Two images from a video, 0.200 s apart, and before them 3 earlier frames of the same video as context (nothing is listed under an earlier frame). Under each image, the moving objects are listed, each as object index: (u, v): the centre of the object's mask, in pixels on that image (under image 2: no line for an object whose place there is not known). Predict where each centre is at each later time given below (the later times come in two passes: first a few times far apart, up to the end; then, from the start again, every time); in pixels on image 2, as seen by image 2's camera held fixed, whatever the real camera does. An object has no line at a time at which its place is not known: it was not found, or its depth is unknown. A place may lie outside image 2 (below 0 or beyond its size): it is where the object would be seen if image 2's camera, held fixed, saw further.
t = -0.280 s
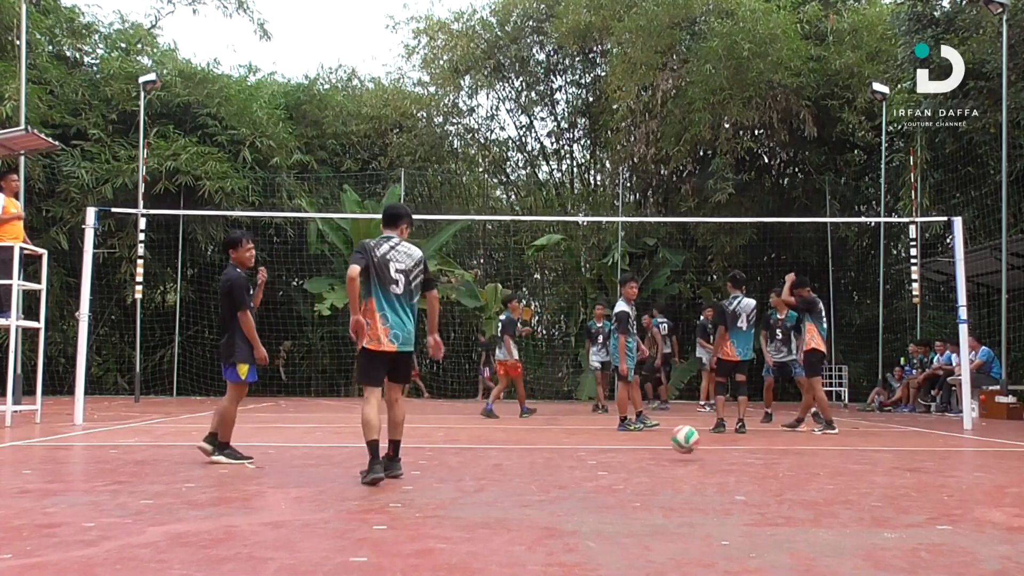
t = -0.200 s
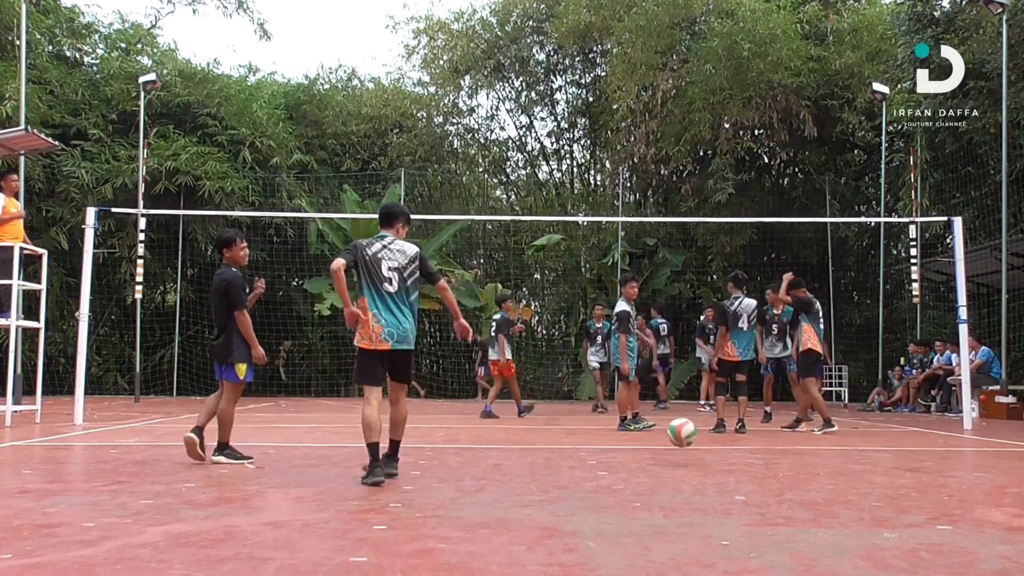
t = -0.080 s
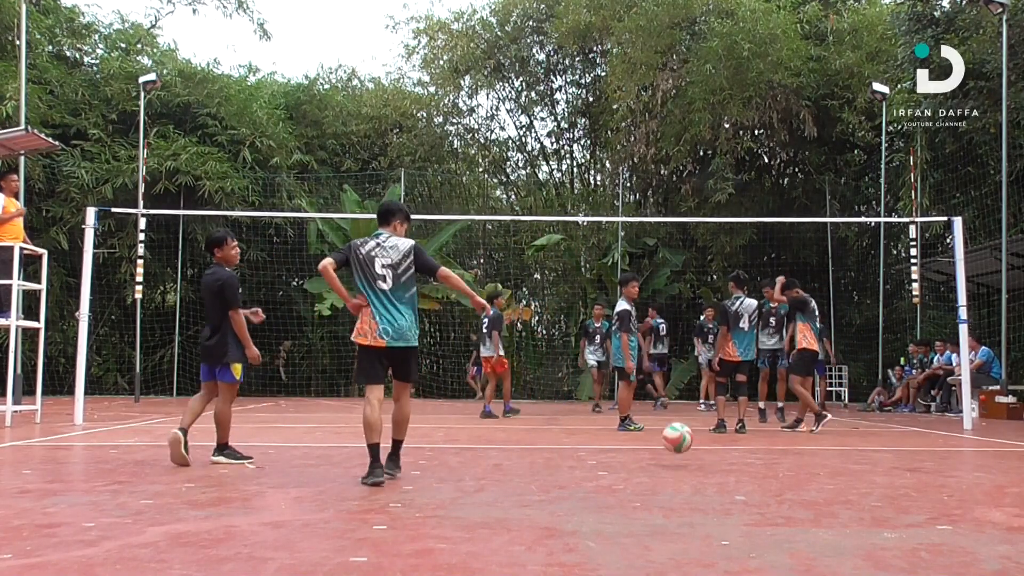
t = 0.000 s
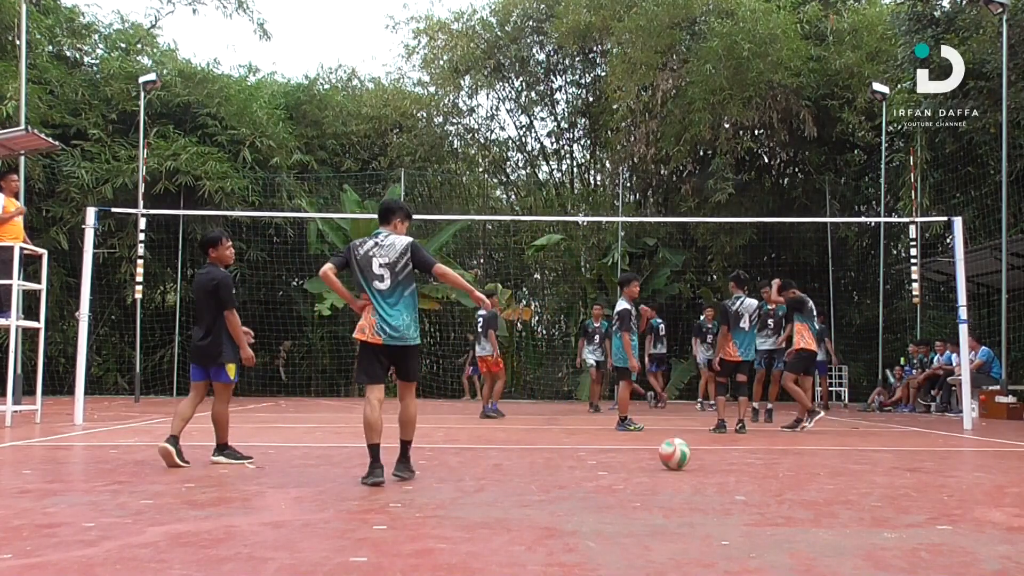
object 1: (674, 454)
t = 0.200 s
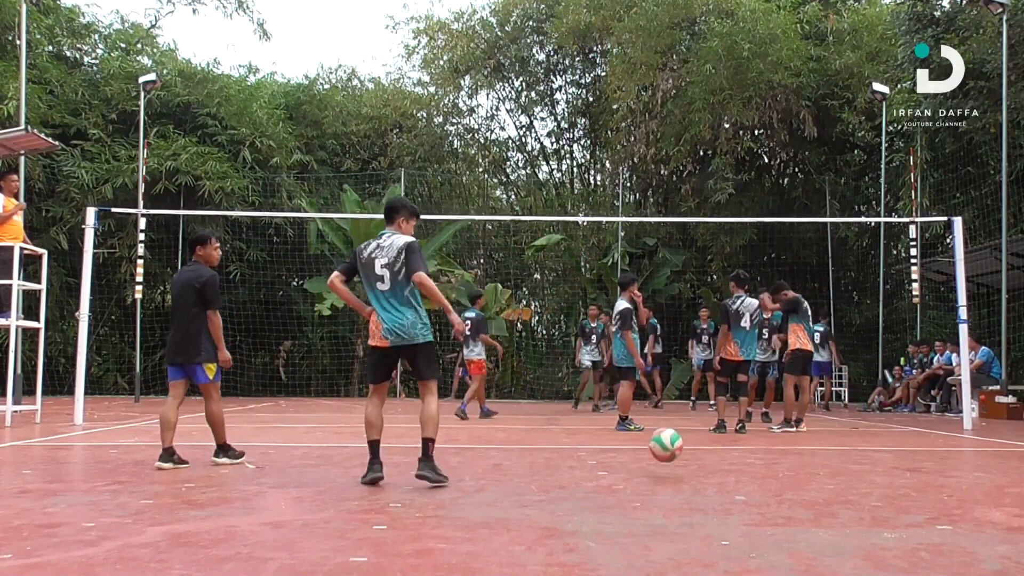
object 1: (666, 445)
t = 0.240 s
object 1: (663, 450)
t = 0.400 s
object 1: (656, 456)
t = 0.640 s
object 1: (642, 469)
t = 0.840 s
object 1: (629, 489)
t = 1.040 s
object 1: (615, 503)
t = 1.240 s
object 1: (597, 516)
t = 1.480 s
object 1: (573, 533)
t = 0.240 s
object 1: (663, 450)
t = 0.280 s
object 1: (662, 458)
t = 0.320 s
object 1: (660, 464)
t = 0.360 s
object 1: (658, 459)
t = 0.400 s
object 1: (656, 456)
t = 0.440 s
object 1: (654, 456)
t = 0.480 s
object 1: (651, 459)
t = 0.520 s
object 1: (649, 465)
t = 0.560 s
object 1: (647, 474)
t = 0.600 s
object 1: (645, 473)
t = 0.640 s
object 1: (642, 469)
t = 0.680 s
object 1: (640, 468)
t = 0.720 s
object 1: (637, 469)
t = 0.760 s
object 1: (635, 474)
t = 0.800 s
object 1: (632, 482)
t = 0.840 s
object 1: (629, 489)
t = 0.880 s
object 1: (626, 485)
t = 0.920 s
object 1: (624, 485)
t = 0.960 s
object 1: (621, 488)
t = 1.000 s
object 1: (618, 495)
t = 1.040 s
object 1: (615, 503)
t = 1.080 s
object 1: (611, 499)
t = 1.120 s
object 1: (608, 499)
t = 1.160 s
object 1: (605, 502)
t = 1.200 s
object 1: (601, 510)
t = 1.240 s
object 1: (597, 516)
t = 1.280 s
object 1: (594, 514)
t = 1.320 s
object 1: (590, 518)
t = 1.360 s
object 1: (586, 525)
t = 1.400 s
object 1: (582, 530)
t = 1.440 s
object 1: (578, 529)
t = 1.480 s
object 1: (573, 533)
